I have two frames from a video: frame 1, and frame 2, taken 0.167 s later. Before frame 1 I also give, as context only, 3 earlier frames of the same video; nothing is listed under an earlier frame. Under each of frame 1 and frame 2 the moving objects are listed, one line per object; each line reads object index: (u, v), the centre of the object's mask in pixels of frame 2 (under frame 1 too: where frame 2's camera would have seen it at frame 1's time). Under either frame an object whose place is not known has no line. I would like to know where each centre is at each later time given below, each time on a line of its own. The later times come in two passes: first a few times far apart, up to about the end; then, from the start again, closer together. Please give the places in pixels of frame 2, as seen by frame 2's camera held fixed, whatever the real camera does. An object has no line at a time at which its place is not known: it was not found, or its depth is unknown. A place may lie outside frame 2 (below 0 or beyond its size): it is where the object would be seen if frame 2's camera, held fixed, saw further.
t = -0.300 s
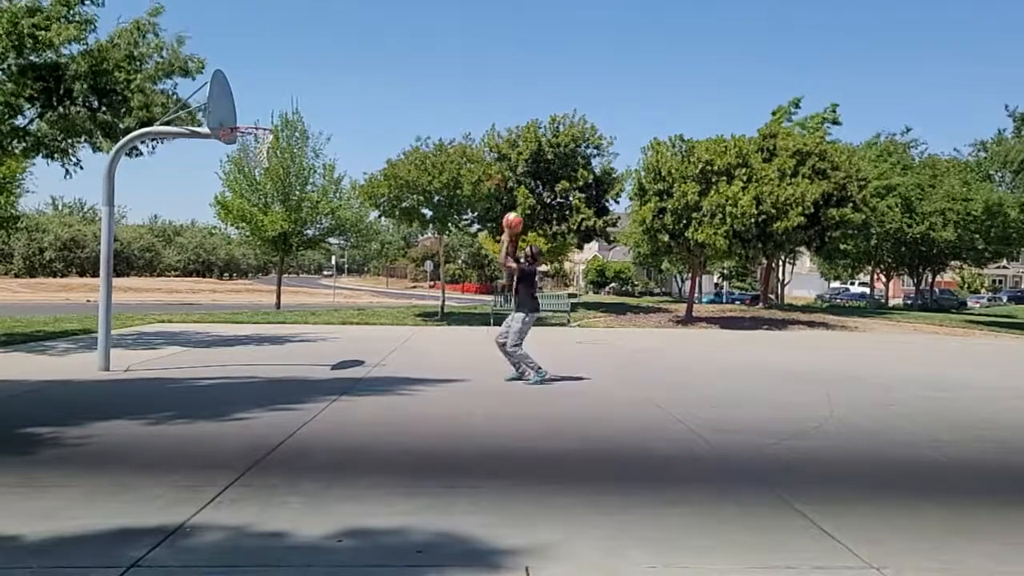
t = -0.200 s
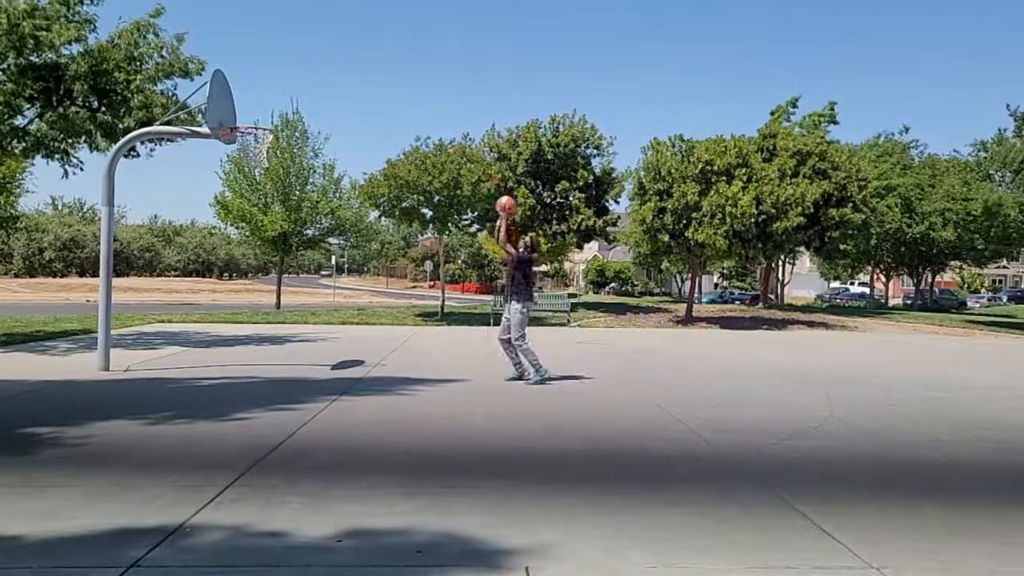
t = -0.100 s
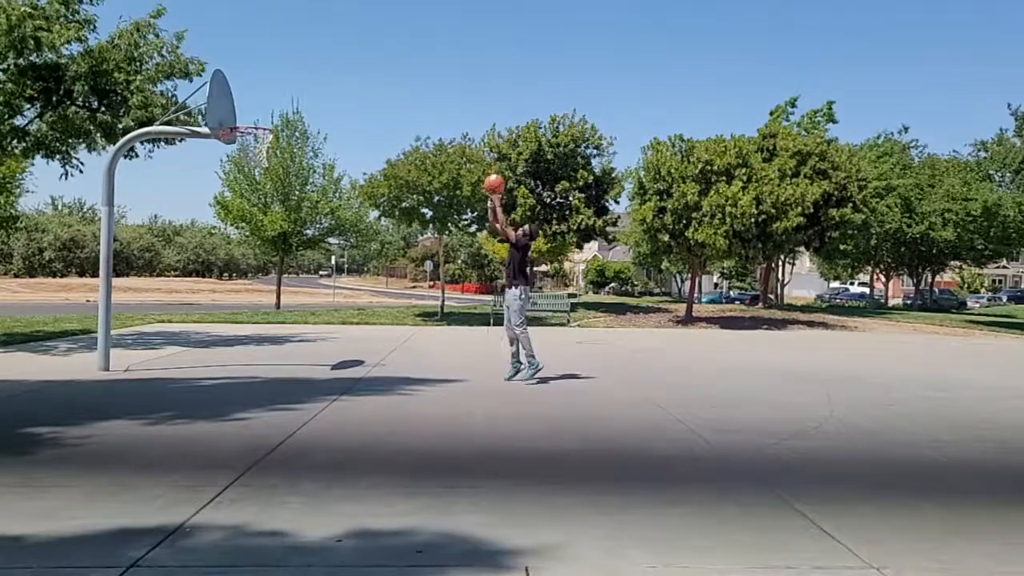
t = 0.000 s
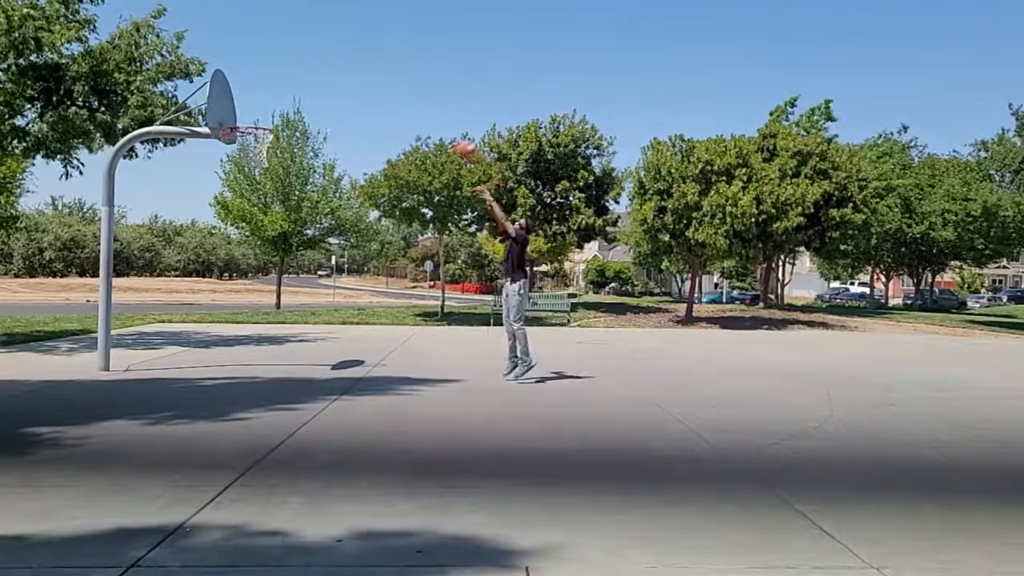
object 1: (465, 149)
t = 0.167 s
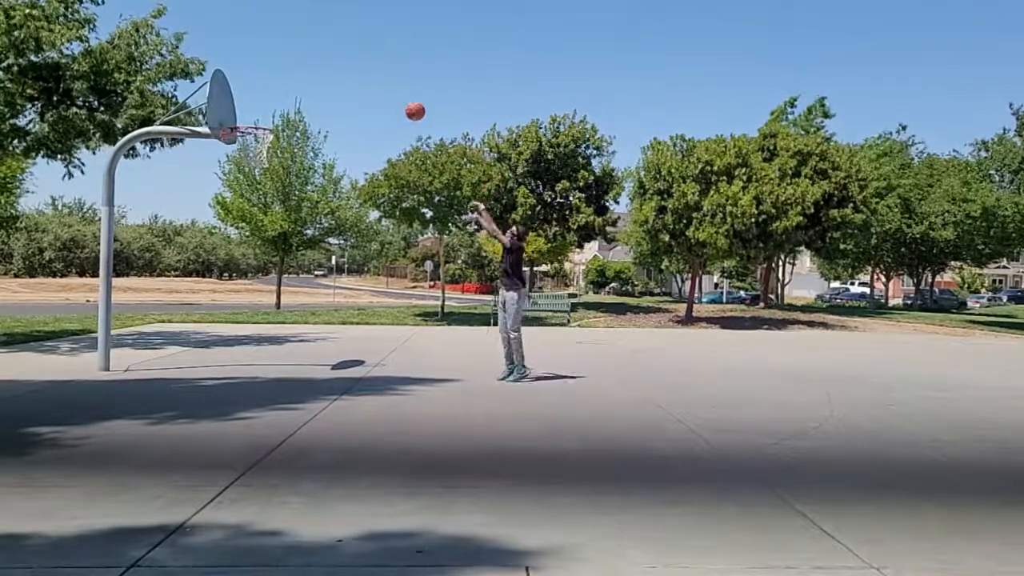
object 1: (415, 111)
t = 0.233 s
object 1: (396, 101)
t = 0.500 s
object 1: (320, 97)
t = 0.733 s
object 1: (265, 115)
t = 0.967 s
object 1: (239, 114)
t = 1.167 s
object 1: (260, 124)
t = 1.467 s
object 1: (291, 210)
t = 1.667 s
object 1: (311, 298)
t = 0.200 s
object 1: (405, 105)
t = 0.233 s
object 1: (396, 101)
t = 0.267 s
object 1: (386, 98)
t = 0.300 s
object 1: (376, 95)
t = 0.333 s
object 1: (367, 93)
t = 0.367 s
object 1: (357, 92)
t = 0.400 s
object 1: (348, 92)
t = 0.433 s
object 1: (338, 93)
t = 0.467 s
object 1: (329, 95)
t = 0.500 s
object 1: (320, 97)
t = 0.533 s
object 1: (310, 101)
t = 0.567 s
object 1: (301, 105)
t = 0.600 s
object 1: (291, 110)
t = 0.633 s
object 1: (281, 115)
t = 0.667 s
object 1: (272, 121)
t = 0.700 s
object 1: (268, 118)
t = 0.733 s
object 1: (265, 115)
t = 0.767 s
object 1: (261, 112)
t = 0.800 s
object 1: (258, 111)
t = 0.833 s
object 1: (254, 110)
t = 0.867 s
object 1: (250, 110)
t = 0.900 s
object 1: (246, 111)
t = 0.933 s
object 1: (243, 112)
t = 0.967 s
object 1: (239, 114)
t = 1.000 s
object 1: (239, 116)
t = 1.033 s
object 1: (244, 117)
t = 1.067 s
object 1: (247, 119)
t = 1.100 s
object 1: (251, 121)
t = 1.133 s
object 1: (256, 126)
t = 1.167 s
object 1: (260, 124)
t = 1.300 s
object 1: (273, 157)
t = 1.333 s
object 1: (276, 169)
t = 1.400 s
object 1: (285, 187)
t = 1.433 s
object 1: (287, 199)
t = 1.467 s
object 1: (291, 210)
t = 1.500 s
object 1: (296, 223)
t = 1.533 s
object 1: (298, 236)
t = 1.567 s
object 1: (300, 249)
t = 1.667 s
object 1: (311, 298)
